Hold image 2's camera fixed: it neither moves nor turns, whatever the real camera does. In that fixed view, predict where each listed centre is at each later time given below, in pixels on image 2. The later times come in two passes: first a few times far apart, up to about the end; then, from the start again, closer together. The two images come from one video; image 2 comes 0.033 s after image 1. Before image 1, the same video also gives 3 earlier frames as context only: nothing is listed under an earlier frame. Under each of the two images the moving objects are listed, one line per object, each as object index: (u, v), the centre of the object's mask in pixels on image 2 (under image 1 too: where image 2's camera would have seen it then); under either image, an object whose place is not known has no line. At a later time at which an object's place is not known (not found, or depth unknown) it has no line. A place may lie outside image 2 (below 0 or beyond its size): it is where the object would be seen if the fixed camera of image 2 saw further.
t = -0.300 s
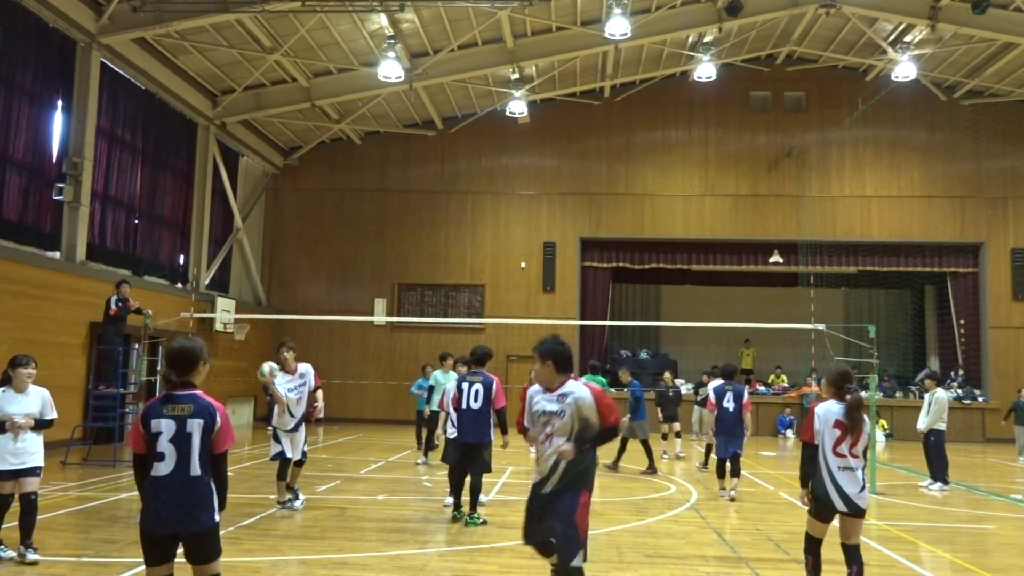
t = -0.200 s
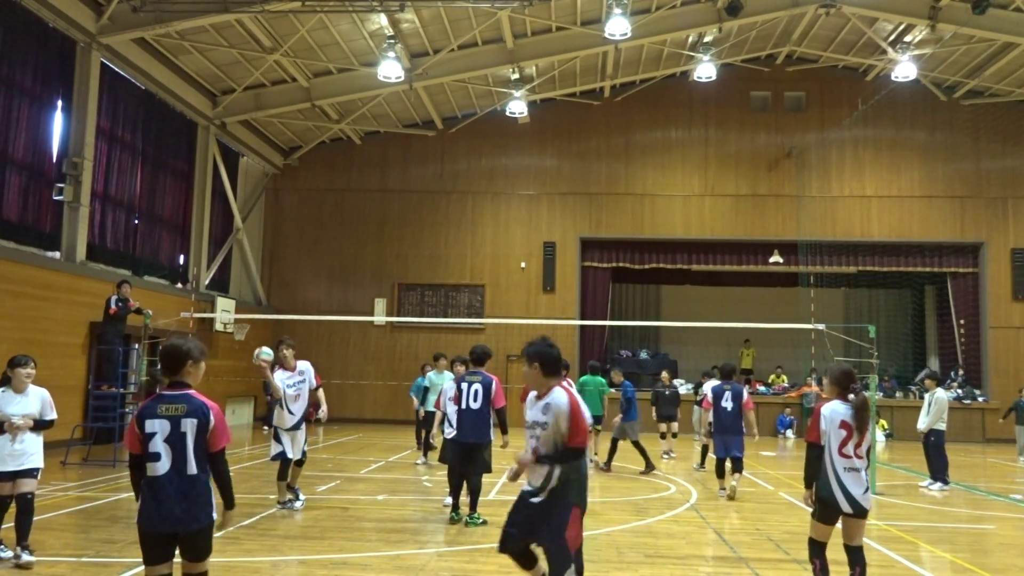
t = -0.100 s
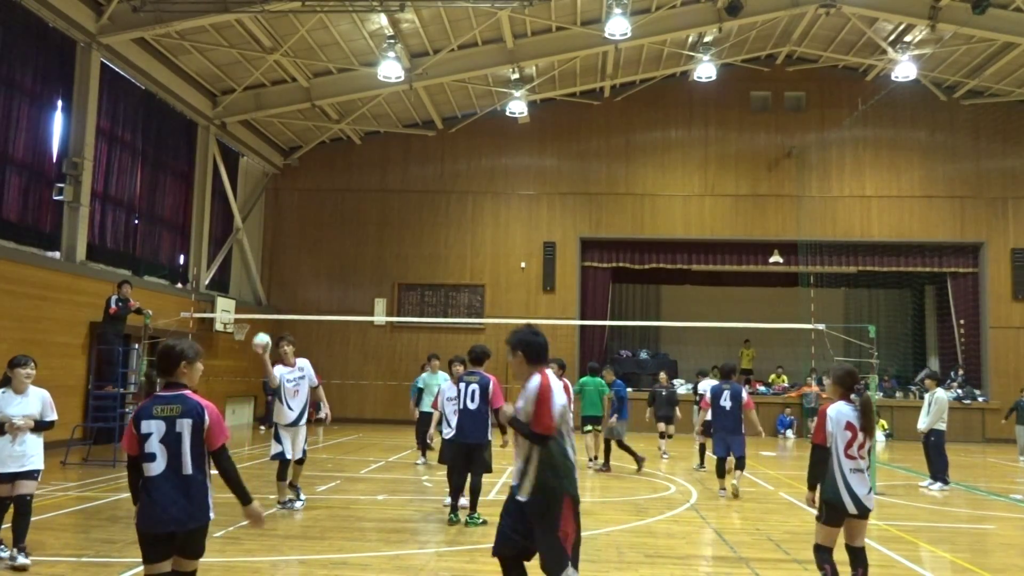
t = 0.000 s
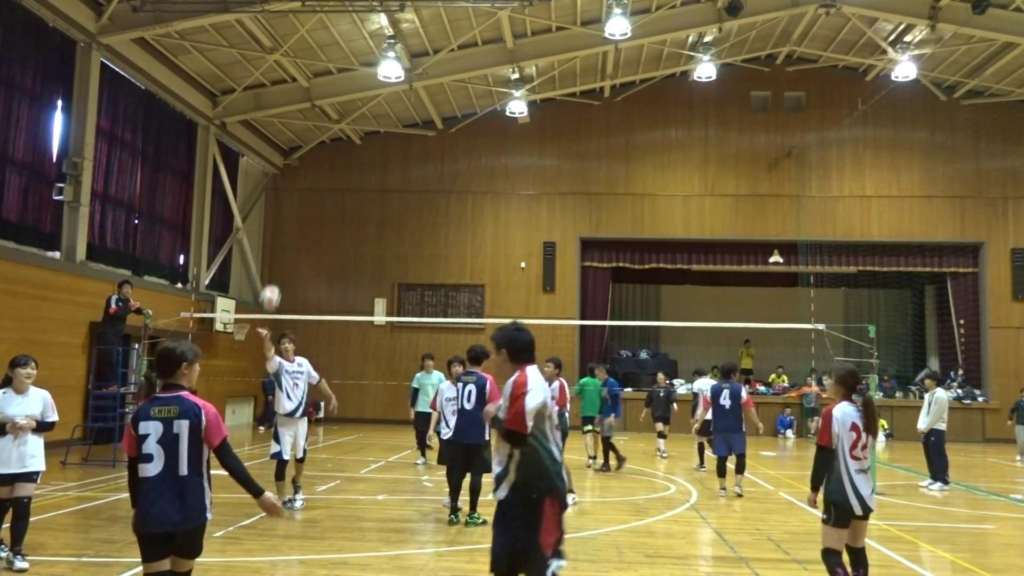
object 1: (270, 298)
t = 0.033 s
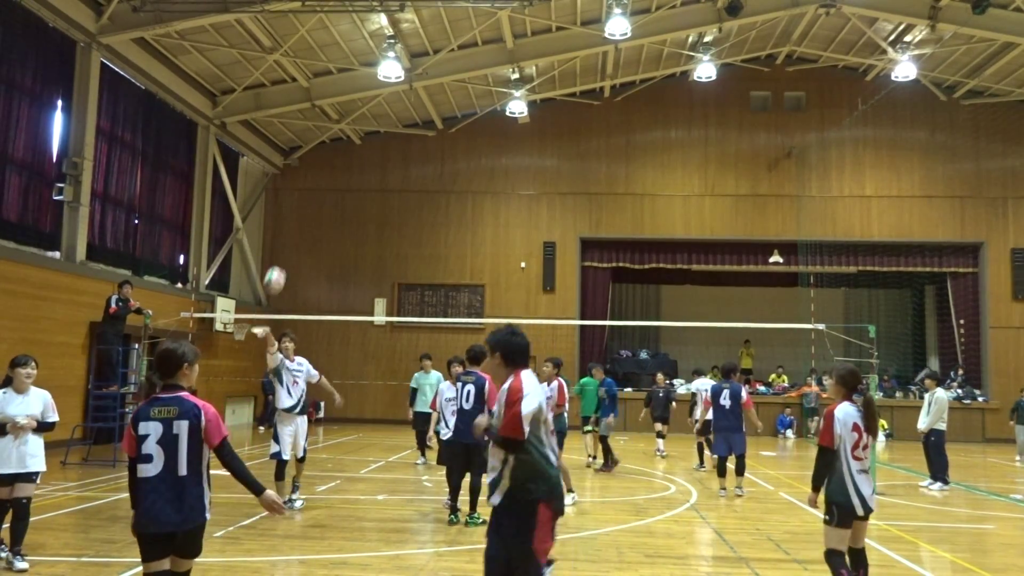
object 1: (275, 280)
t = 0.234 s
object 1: (305, 190)
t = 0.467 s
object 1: (345, 117)
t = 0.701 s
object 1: (392, 98)
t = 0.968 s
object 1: (467, 179)
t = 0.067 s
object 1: (279, 263)
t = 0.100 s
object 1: (284, 247)
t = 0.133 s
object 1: (289, 232)
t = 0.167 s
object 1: (294, 217)
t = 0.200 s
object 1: (299, 203)
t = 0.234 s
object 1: (305, 190)
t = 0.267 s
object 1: (310, 176)
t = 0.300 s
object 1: (315, 164)
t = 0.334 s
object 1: (321, 153)
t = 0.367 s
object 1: (327, 143)
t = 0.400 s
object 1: (333, 134)
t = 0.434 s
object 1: (338, 125)
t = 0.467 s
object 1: (345, 117)
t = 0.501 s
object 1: (350, 111)
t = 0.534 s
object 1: (356, 106)
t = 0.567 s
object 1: (363, 101)
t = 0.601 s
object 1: (370, 98)
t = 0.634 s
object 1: (377, 97)
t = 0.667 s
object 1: (384, 97)
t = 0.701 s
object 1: (392, 98)
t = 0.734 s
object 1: (400, 101)
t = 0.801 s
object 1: (417, 113)
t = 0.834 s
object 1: (426, 121)
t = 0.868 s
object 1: (436, 133)
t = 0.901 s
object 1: (446, 146)
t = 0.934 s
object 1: (456, 161)
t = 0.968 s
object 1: (467, 179)
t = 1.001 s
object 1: (479, 199)
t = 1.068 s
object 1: (505, 253)
